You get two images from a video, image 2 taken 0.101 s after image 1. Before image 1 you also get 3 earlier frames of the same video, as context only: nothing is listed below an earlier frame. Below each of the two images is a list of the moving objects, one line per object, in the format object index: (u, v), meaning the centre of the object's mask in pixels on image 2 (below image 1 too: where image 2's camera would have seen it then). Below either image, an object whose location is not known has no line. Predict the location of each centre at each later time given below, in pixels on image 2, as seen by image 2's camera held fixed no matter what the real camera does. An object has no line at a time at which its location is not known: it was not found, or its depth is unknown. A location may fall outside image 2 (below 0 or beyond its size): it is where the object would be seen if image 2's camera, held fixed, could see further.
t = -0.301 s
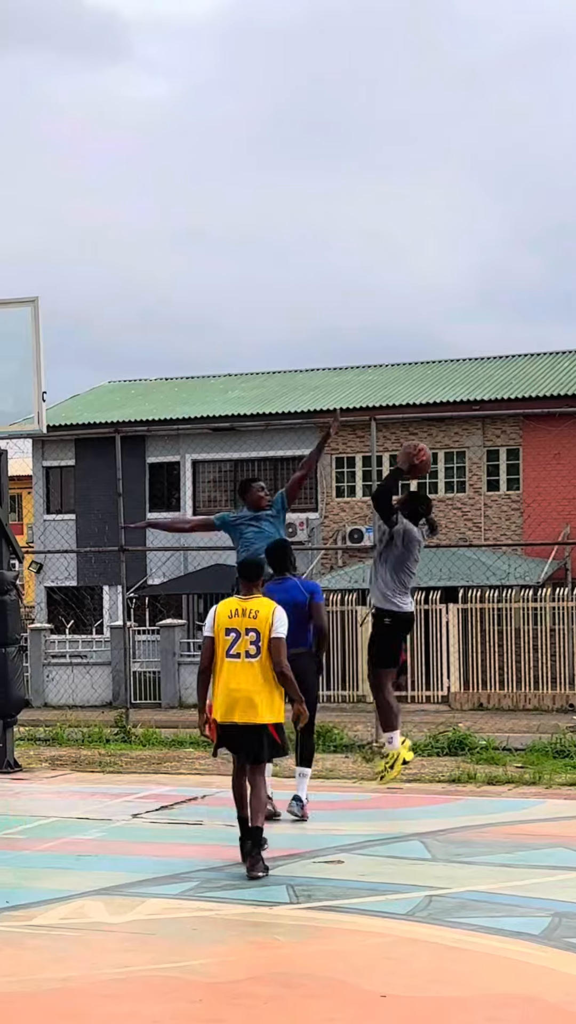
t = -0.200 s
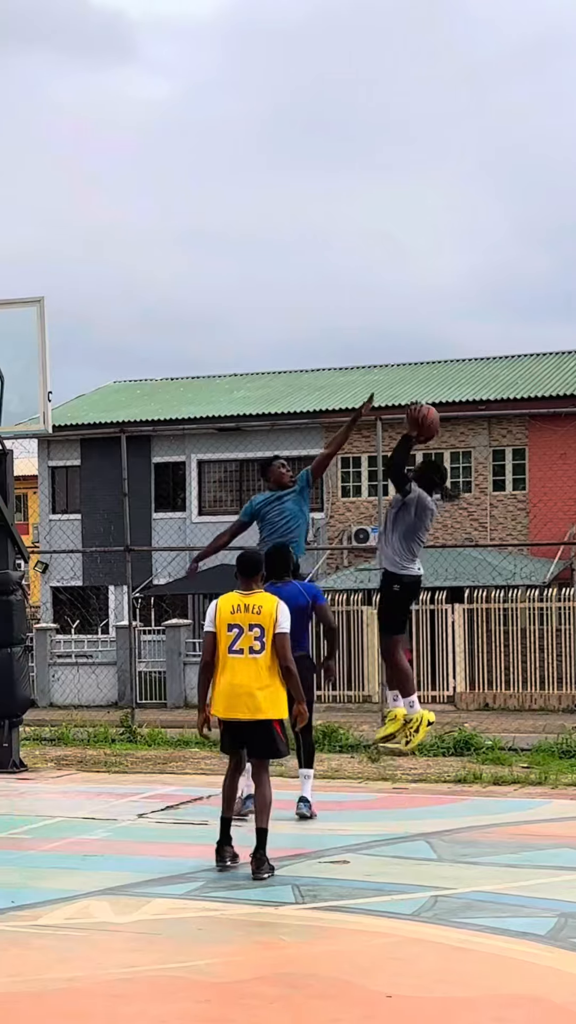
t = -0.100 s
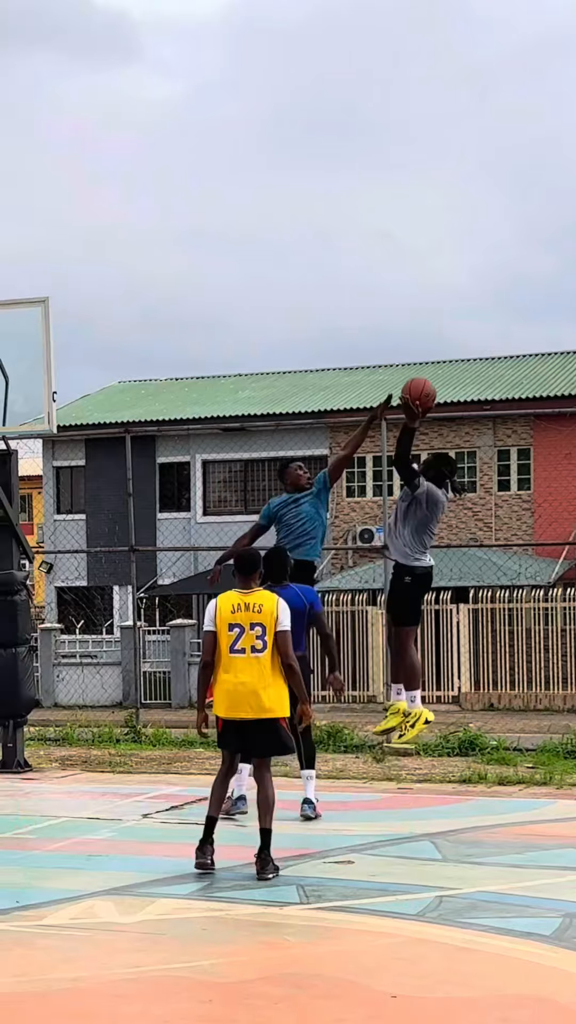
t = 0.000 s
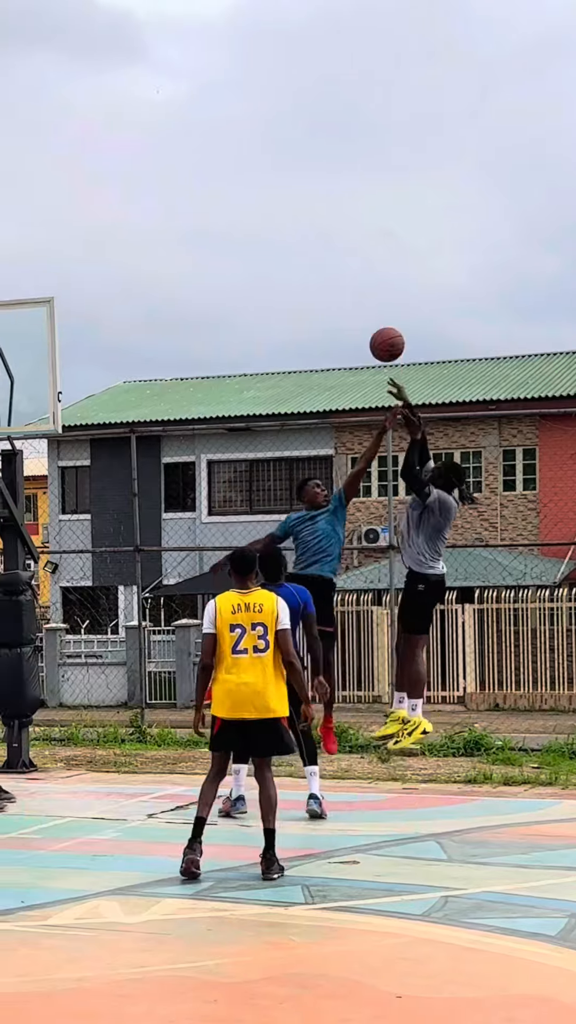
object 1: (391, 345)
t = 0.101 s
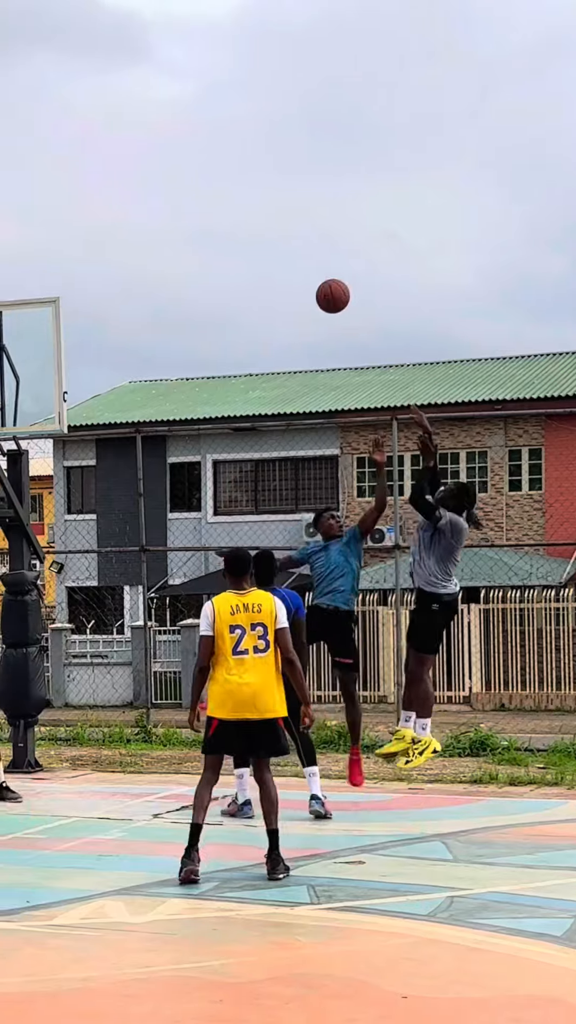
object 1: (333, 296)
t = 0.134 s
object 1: (314, 283)
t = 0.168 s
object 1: (297, 274)
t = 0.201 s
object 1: (280, 269)
